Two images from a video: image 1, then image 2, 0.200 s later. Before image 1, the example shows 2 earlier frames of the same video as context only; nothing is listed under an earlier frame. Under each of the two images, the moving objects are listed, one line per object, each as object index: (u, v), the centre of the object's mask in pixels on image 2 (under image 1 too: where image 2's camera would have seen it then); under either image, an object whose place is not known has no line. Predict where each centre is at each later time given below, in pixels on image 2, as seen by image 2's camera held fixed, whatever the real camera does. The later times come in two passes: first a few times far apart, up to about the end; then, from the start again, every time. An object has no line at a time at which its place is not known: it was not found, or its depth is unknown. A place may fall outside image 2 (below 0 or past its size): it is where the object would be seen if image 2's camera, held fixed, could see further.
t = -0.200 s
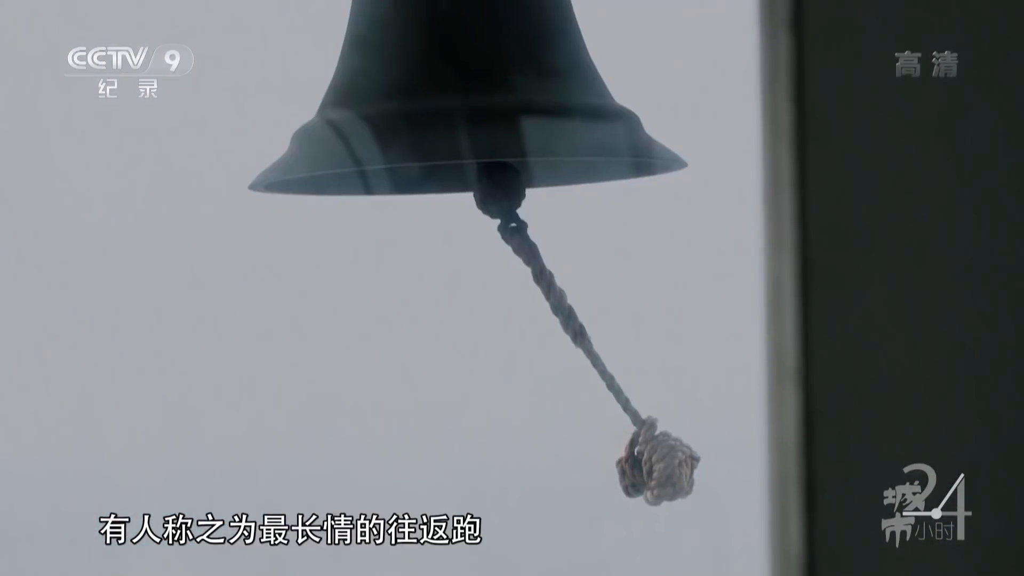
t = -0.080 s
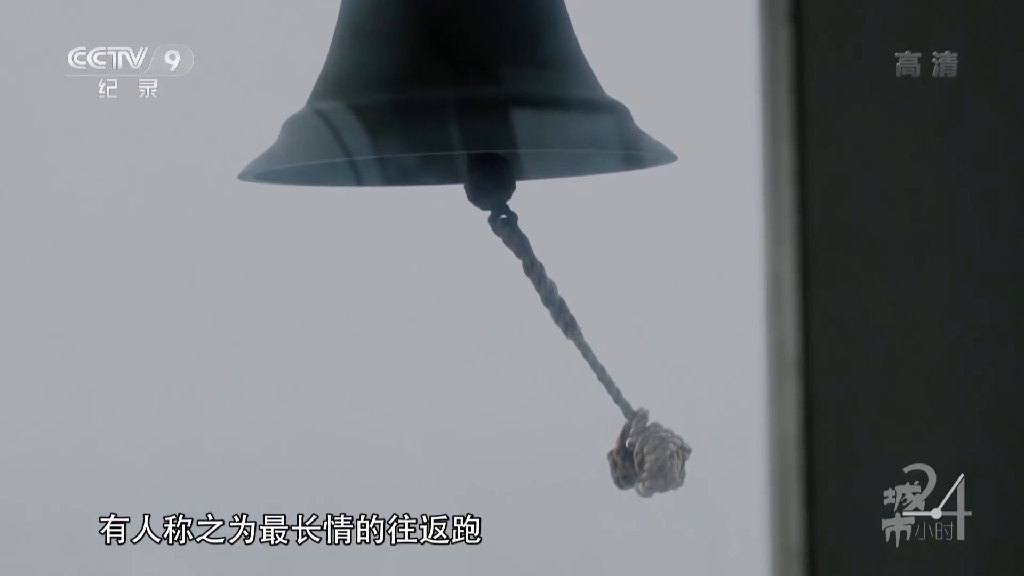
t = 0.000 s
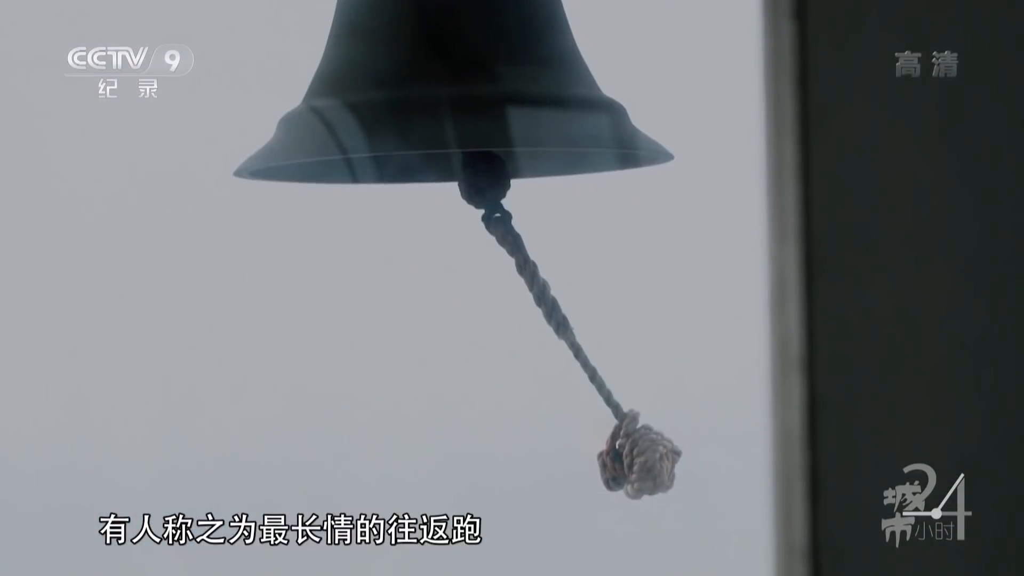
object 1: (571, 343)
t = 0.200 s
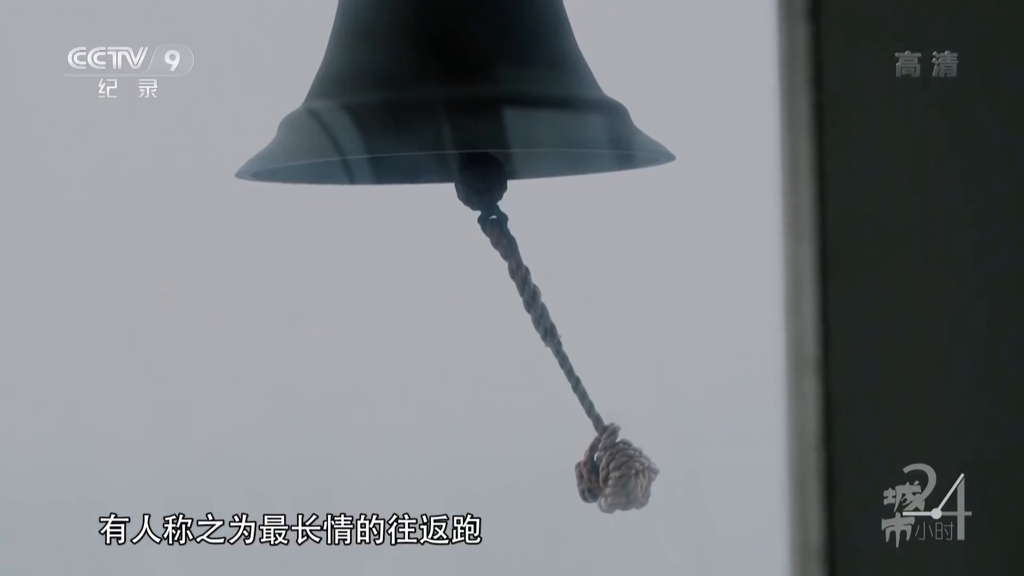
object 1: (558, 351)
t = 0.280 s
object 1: (555, 353)
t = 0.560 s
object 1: (562, 350)
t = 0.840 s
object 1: (562, 349)
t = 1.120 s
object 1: (555, 350)
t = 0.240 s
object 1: (555, 351)
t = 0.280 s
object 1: (555, 353)
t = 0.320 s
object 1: (553, 352)
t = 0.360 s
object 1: (554, 352)
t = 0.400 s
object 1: (555, 351)
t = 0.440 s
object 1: (557, 351)
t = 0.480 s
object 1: (559, 352)
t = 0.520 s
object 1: (561, 350)
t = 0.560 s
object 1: (562, 350)
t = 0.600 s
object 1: (566, 352)
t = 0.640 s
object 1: (565, 350)
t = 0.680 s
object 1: (566, 351)
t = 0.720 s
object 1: (565, 350)
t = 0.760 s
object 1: (565, 349)
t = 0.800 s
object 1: (563, 349)
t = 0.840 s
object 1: (562, 349)
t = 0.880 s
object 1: (561, 349)
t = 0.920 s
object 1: (559, 349)
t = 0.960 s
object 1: (558, 349)
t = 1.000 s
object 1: (558, 350)
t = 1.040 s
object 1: (557, 349)
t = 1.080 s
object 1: (556, 350)
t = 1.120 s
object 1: (555, 350)
